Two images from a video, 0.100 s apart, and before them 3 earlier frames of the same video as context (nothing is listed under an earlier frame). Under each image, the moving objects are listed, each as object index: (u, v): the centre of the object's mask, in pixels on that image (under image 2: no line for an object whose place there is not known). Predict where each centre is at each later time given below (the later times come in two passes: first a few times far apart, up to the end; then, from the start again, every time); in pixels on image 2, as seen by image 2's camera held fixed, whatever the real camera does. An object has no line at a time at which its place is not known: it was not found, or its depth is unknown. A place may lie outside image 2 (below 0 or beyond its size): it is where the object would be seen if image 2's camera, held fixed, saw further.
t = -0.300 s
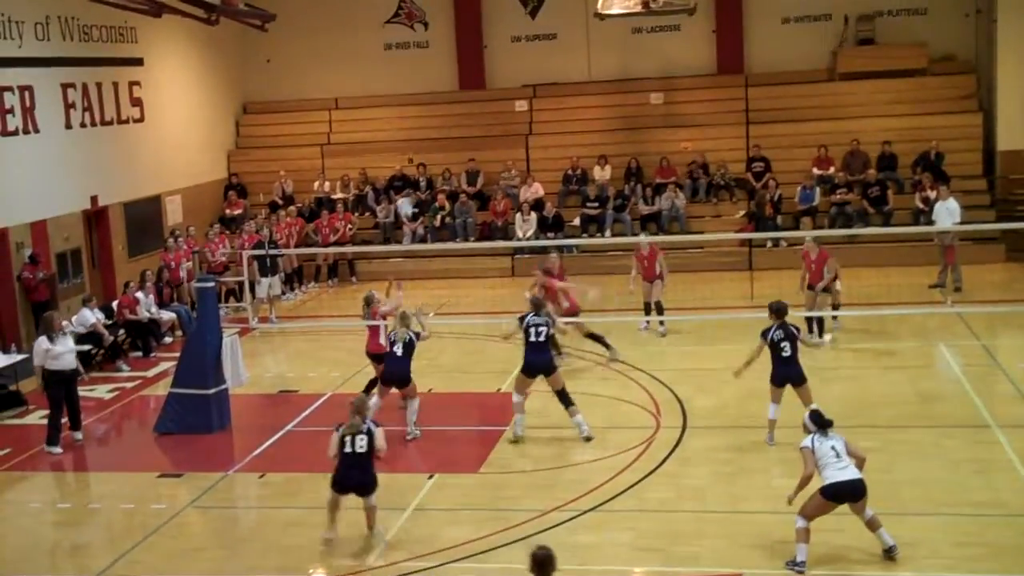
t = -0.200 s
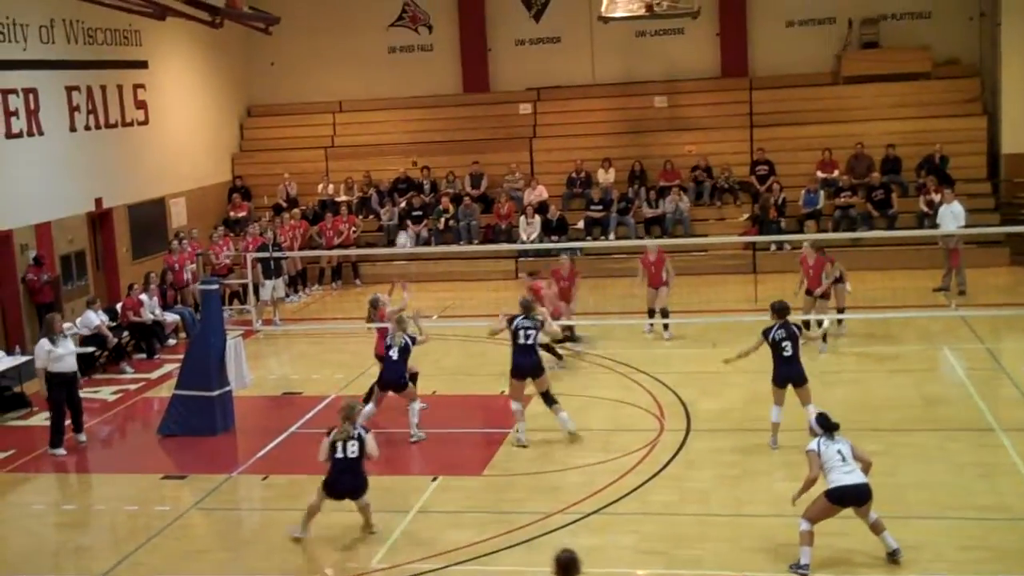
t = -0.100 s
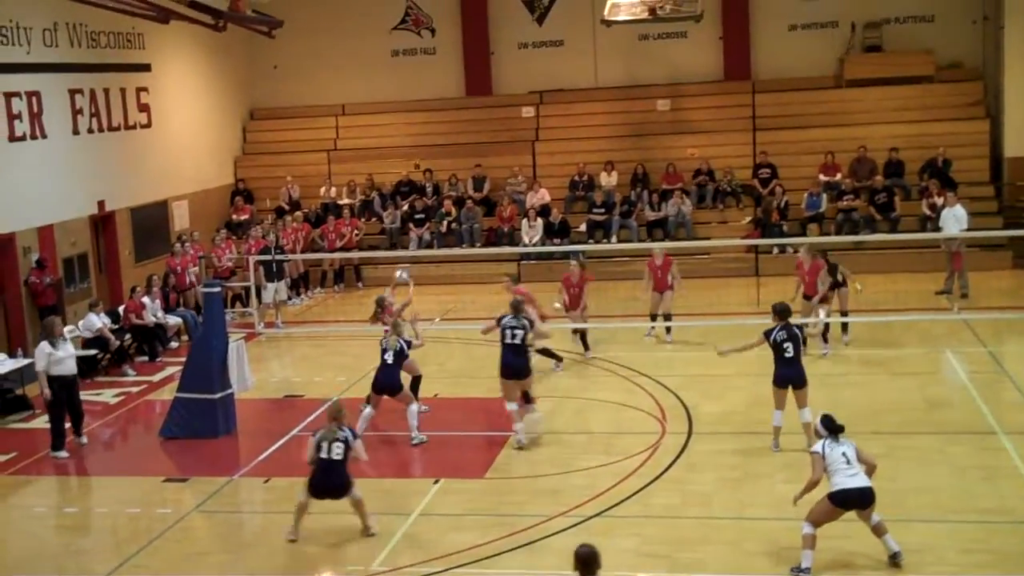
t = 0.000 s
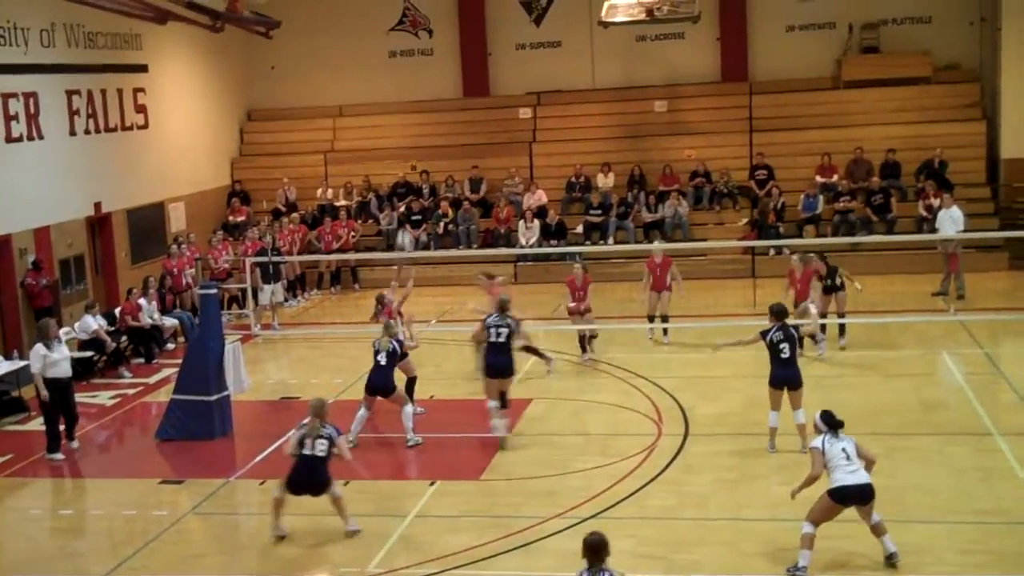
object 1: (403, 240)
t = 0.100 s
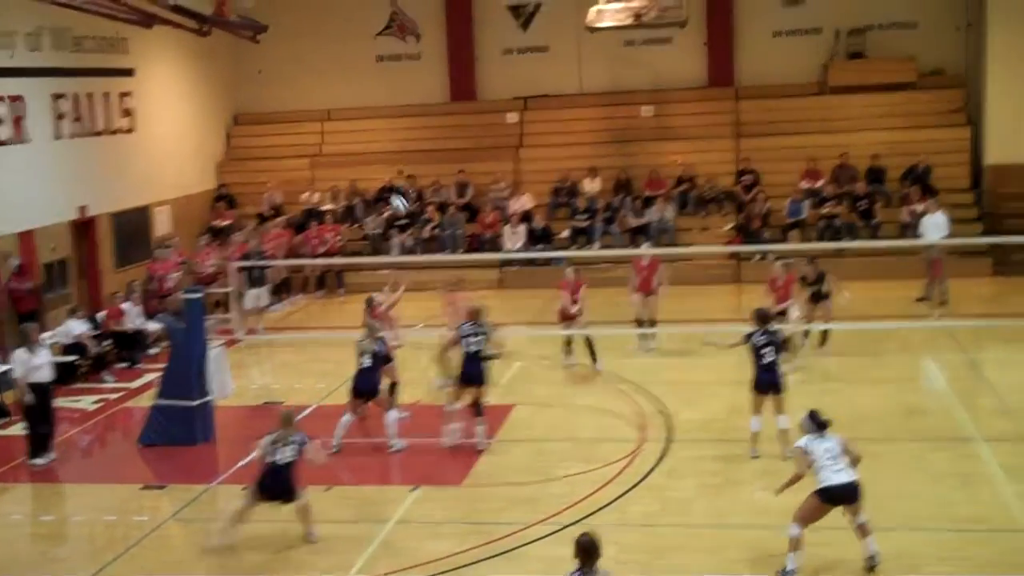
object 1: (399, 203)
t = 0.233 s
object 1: (413, 159)
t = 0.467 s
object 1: (438, 120)
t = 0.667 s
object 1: (461, 119)
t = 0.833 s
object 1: (481, 139)
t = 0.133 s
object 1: (402, 192)
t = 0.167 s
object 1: (407, 182)
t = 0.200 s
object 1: (408, 172)
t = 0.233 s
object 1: (413, 159)
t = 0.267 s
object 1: (417, 152)
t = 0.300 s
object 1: (419, 145)
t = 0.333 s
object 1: (423, 137)
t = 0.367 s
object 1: (427, 132)
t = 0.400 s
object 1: (431, 127)
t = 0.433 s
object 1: (435, 124)
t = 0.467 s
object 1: (438, 120)
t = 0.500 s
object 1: (441, 119)
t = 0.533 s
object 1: (445, 117)
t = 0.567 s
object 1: (449, 117)
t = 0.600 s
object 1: (452, 116)
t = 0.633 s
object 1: (456, 117)
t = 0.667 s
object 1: (461, 119)
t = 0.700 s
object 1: (464, 122)
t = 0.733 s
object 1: (469, 123)
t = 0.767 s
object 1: (473, 128)
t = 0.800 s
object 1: (477, 133)
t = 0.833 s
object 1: (481, 139)
